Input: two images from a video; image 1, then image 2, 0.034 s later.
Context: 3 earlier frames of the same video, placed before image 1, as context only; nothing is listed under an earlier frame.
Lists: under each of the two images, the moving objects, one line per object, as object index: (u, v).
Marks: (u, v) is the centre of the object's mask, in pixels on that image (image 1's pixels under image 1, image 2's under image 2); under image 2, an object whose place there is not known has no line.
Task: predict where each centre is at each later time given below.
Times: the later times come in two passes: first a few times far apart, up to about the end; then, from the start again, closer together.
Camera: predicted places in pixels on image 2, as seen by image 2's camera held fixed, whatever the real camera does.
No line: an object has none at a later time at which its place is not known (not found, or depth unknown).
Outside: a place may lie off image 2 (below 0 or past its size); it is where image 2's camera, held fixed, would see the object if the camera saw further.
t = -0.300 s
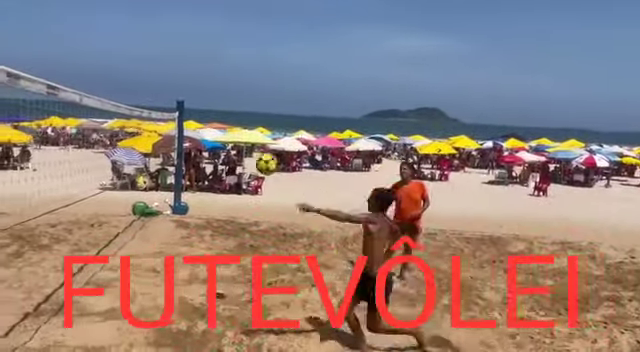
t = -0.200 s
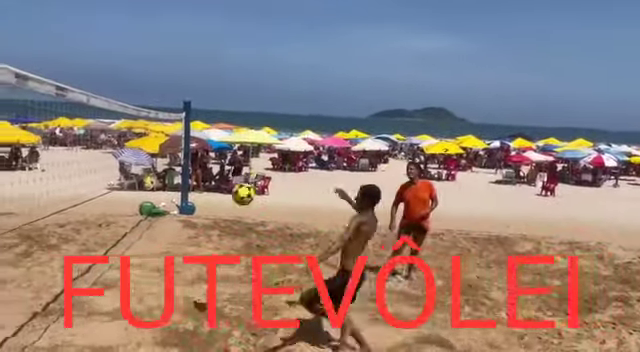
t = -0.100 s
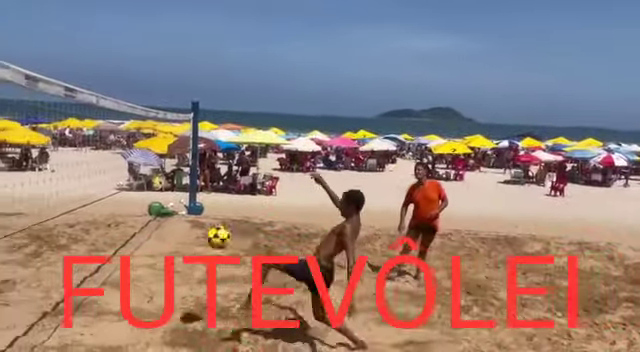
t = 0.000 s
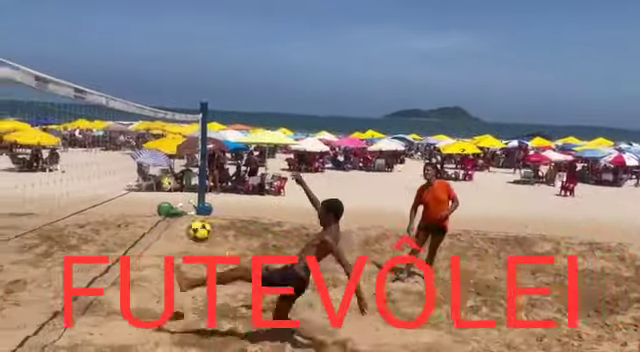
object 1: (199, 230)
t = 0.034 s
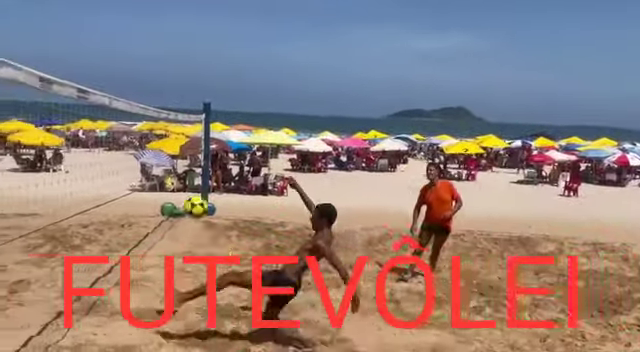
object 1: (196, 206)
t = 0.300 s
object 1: (145, 59)
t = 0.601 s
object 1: (92, -13)
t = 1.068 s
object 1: (22, 55)
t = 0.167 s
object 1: (169, 122)
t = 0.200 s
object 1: (163, 105)
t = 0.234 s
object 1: (158, 88)
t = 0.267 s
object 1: (152, 72)
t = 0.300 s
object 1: (145, 59)
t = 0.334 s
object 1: (140, 46)
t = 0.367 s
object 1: (133, 35)
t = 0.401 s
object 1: (127, 24)
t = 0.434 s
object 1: (122, 15)
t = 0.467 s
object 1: (116, 7)
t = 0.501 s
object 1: (110, 0)
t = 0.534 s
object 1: (104, -6)
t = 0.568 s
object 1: (99, -9)
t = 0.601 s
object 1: (92, -13)
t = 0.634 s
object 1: (86, -16)
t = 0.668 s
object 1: (82, -16)
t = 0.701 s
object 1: (76, -16)
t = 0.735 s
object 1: (70, -15)
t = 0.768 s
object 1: (65, -13)
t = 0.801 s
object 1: (60, -9)
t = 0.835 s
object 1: (55, -4)
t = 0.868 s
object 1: (50, 2)
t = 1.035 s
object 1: (26, 44)
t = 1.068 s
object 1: (22, 55)
